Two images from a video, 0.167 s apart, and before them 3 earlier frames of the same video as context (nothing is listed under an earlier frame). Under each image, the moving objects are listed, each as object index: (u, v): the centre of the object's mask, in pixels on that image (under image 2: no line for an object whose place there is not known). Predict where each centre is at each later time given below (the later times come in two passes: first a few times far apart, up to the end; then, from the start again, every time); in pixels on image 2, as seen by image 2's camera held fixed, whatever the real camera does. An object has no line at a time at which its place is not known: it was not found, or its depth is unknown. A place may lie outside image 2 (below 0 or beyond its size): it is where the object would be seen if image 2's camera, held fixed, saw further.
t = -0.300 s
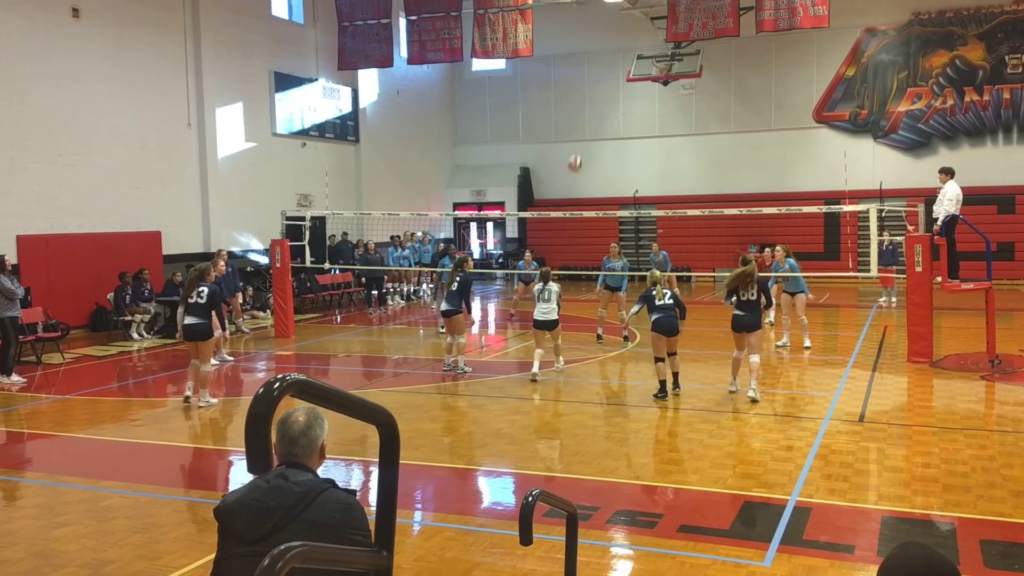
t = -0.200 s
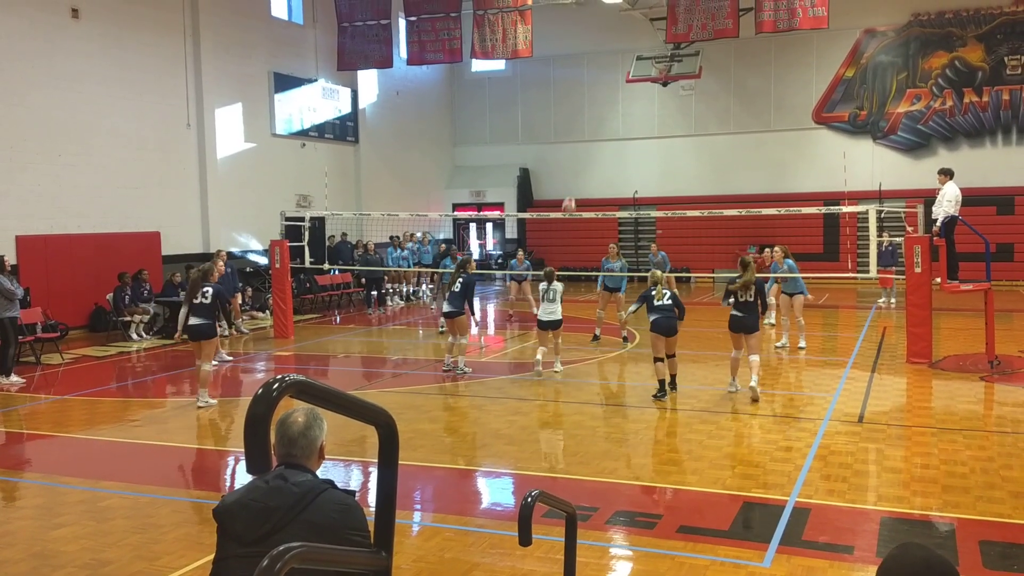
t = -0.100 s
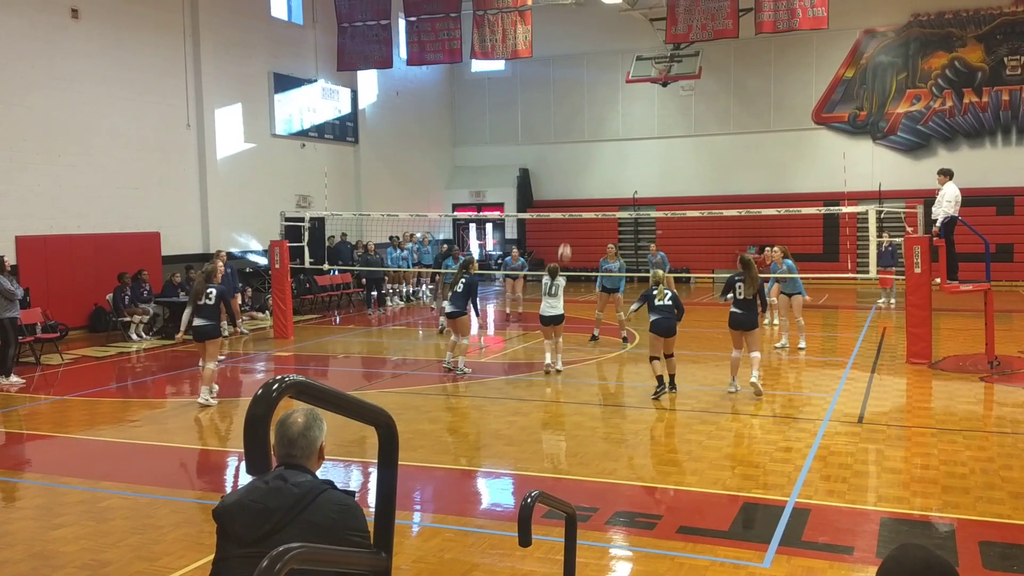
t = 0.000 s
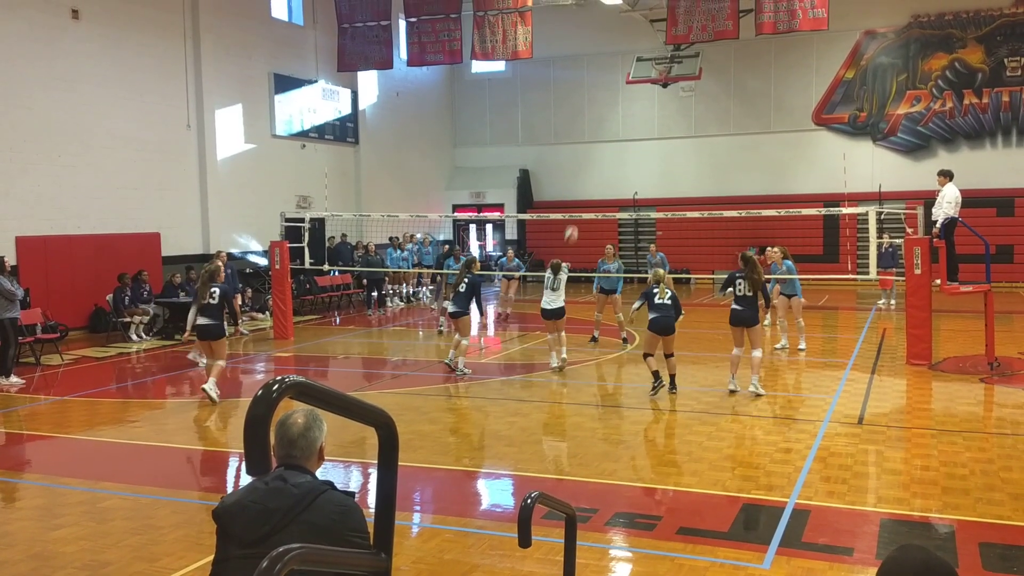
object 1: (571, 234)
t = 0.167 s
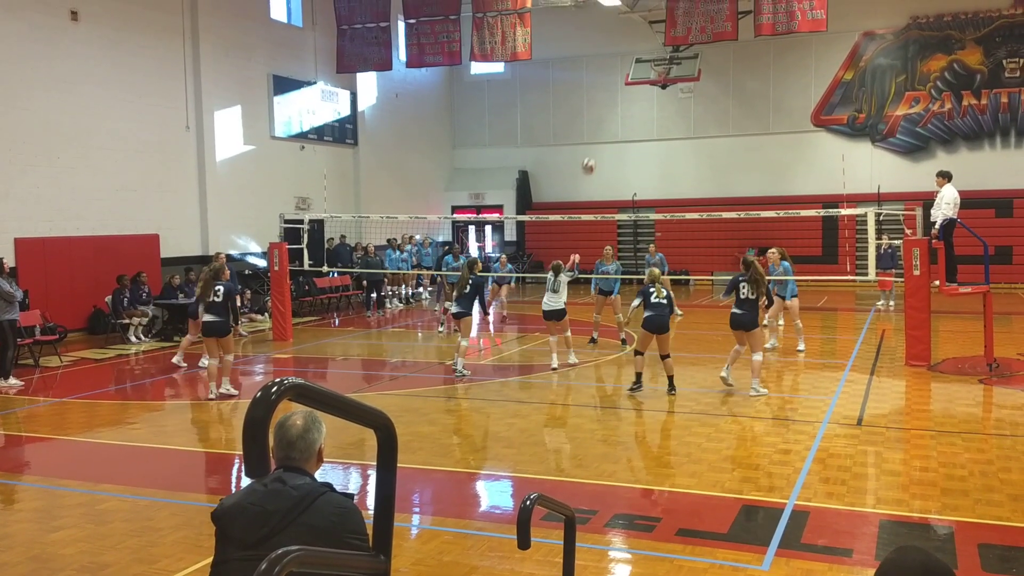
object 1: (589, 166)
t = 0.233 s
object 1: (596, 143)
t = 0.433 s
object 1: (616, 94)
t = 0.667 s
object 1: (640, 70)
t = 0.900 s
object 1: (663, 84)
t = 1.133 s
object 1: (685, 134)
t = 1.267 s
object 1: (696, 177)
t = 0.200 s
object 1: (592, 154)
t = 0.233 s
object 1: (596, 143)
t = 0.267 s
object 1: (600, 133)
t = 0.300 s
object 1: (603, 124)
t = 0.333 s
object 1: (606, 115)
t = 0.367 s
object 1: (609, 108)
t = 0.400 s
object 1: (613, 100)
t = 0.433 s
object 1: (616, 94)
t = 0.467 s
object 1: (619, 89)
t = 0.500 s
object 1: (622, 84)
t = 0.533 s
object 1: (626, 79)
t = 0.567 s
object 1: (629, 76)
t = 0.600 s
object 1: (633, 73)
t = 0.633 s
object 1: (636, 72)
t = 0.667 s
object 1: (640, 70)
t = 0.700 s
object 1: (644, 71)
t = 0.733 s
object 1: (646, 71)
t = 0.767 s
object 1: (650, 73)
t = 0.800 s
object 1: (654, 75)
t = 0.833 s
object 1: (657, 77)
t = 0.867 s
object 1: (660, 81)
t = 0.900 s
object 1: (663, 84)
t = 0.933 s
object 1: (666, 90)
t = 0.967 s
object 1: (669, 95)
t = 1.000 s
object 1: (673, 101)
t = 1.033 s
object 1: (676, 109)
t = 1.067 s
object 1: (679, 117)
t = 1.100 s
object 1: (682, 125)
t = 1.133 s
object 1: (685, 134)
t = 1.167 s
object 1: (687, 144)
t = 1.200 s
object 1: (690, 154)
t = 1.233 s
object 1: (693, 165)
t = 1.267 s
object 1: (696, 177)
